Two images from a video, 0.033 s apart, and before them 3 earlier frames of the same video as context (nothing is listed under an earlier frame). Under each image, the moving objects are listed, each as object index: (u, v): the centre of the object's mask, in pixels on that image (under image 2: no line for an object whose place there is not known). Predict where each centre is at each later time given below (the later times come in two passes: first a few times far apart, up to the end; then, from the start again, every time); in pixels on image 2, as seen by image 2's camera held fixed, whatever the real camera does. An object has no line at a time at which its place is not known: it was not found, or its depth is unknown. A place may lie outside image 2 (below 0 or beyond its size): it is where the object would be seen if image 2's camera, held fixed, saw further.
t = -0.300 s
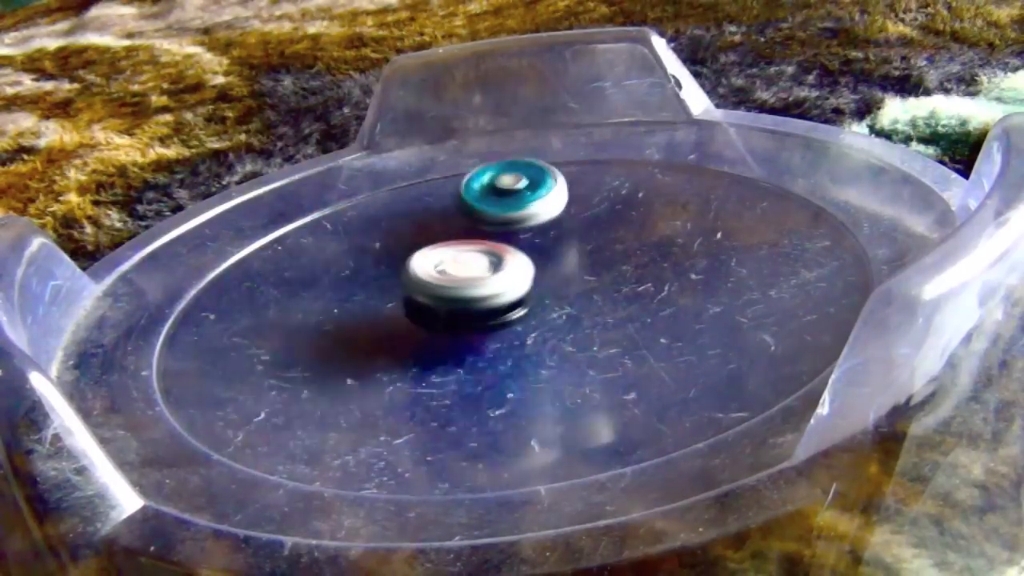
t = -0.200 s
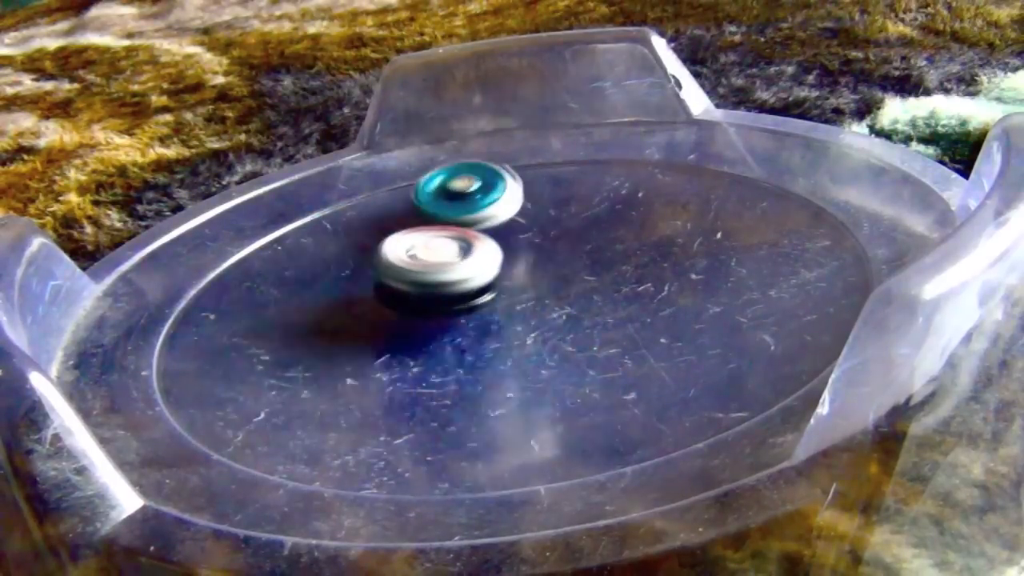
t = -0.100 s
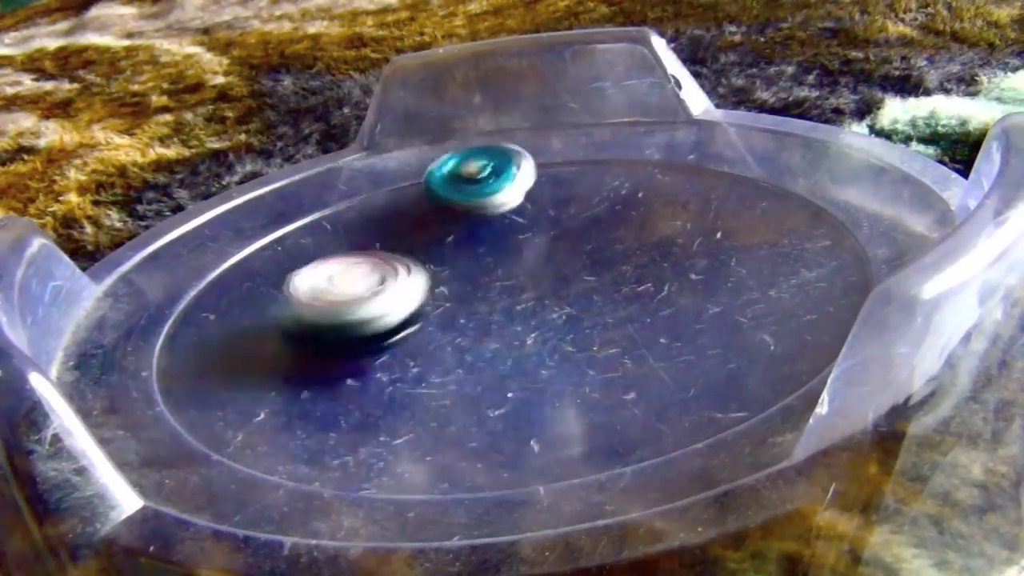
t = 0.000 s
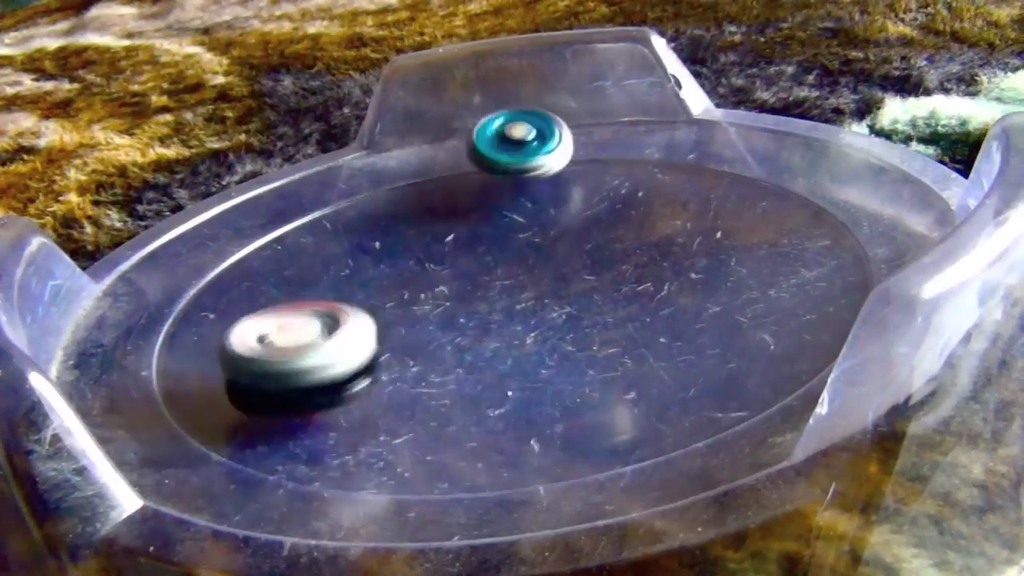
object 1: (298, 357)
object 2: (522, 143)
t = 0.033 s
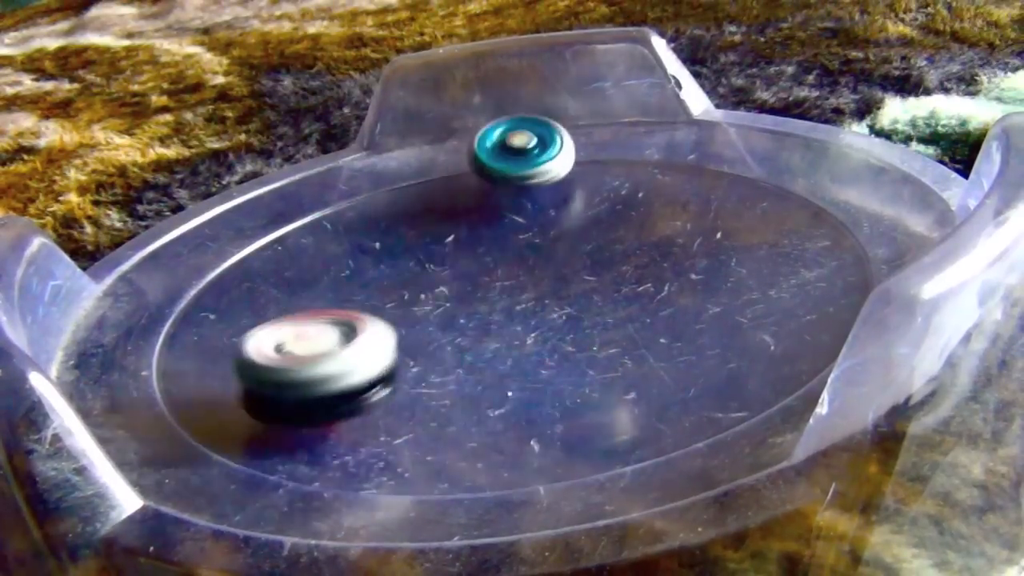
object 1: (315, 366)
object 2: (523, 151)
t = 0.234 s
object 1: (459, 369)
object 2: (564, 139)
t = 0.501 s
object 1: (554, 308)
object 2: (596, 169)
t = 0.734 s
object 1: (499, 265)
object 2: (627, 220)
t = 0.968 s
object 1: (454, 267)
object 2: (704, 254)
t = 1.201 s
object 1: (436, 269)
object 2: (742, 255)
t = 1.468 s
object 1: (439, 271)
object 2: (620, 310)
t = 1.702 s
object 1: (464, 271)
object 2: (515, 362)
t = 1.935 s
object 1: (502, 266)
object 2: (480, 381)
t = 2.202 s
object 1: (539, 244)
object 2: (414, 344)
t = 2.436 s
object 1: (525, 253)
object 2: (323, 314)
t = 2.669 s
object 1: (549, 271)
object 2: (297, 300)
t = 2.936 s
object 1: (564, 266)
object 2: (387, 268)
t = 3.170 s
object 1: (523, 284)
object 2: (444, 219)
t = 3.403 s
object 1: (533, 301)
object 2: (455, 197)
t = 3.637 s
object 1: (509, 293)
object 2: (515, 215)
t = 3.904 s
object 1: (471, 304)
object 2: (620, 218)
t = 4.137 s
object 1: (479, 295)
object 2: (657, 216)
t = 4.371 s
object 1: (460, 279)
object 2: (631, 257)
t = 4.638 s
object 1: (462, 275)
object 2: (614, 312)
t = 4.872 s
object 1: (477, 269)
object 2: (592, 329)
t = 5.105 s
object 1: (493, 261)
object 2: (502, 340)
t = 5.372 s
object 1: (512, 257)
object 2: (413, 344)
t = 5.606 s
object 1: (519, 258)
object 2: (389, 325)
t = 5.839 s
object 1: (520, 269)
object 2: (378, 291)
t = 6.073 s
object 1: (533, 283)
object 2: (389, 262)
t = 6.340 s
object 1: (533, 285)
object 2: (438, 243)
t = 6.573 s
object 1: (509, 291)
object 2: (499, 220)
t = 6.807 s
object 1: (492, 302)
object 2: (544, 220)
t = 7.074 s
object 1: (472, 297)
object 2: (586, 239)
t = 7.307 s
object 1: (462, 287)
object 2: (612, 258)
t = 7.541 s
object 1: (469, 278)
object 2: (604, 283)
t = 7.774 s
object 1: (467, 268)
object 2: (563, 309)
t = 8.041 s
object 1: (480, 261)
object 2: (511, 330)
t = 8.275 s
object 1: (511, 254)
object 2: (478, 327)
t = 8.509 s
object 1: (517, 249)
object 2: (436, 315)
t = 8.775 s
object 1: (527, 261)
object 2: (403, 300)
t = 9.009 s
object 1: (546, 269)
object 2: (419, 284)
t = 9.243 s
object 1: (567, 270)
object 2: (433, 263)
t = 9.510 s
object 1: (551, 276)
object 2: (458, 245)
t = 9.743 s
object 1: (528, 289)
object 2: (478, 231)
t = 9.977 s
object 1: (495, 304)
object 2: (525, 235)
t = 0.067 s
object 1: (339, 373)
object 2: (525, 151)
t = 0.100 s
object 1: (366, 376)
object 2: (532, 150)
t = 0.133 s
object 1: (391, 377)
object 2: (540, 147)
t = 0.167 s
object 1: (416, 376)
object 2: (549, 144)
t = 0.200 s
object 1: (439, 374)
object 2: (557, 141)
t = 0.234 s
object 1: (459, 369)
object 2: (564, 139)
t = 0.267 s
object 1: (478, 364)
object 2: (565, 140)
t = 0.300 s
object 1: (496, 358)
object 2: (570, 142)
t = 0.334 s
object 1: (512, 351)
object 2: (576, 145)
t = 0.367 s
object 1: (525, 343)
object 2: (581, 148)
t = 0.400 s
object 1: (536, 334)
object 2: (586, 151)
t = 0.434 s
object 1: (545, 326)
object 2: (590, 156)
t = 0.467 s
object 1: (551, 317)
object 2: (593, 162)
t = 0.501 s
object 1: (554, 308)
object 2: (596, 169)
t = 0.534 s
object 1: (555, 299)
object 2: (596, 177)
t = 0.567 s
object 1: (554, 289)
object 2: (597, 185)
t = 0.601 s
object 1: (549, 280)
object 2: (600, 195)
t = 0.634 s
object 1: (544, 272)
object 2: (607, 201)
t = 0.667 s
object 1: (533, 265)
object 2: (617, 207)
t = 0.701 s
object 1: (513, 266)
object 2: (622, 212)
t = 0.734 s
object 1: (499, 265)
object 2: (627, 220)
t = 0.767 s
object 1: (489, 264)
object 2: (634, 228)
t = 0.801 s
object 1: (481, 264)
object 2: (643, 235)
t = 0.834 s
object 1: (473, 265)
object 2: (654, 240)
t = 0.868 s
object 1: (467, 265)
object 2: (666, 244)
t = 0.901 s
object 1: (462, 266)
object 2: (679, 248)
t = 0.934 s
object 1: (458, 266)
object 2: (692, 251)
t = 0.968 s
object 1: (454, 267)
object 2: (704, 254)
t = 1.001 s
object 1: (451, 268)
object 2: (716, 255)
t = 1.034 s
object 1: (449, 268)
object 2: (728, 255)
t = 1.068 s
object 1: (446, 268)
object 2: (738, 254)
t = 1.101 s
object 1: (442, 268)
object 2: (745, 254)
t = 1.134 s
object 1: (439, 269)
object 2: (749, 254)
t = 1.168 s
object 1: (437, 269)
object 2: (748, 254)
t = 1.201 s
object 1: (436, 269)
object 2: (742, 255)
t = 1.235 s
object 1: (435, 270)
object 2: (734, 258)
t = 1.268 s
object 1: (434, 270)
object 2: (721, 262)
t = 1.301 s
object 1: (434, 270)
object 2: (706, 268)
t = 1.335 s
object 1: (435, 270)
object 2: (689, 276)
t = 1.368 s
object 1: (436, 270)
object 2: (673, 283)
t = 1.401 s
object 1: (437, 270)
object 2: (656, 291)
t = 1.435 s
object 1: (438, 270)
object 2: (637, 301)
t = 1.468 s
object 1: (439, 271)
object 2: (620, 310)
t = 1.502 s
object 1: (440, 271)
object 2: (603, 318)
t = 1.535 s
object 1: (443, 271)
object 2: (587, 326)
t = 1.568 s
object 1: (445, 272)
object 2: (571, 333)
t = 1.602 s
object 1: (449, 272)
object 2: (552, 343)
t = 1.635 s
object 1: (455, 271)
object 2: (540, 348)
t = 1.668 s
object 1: (459, 271)
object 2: (526, 356)
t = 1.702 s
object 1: (464, 271)
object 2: (515, 362)
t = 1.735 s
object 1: (470, 272)
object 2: (505, 368)
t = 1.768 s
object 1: (476, 270)
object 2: (496, 373)
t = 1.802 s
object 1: (482, 270)
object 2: (489, 378)
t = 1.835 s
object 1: (488, 269)
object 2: (485, 381)
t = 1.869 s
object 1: (493, 268)
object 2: (482, 383)
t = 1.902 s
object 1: (499, 267)
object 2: (481, 382)
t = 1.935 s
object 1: (502, 266)
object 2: (480, 381)
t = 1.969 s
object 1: (506, 265)
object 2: (479, 378)
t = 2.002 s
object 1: (513, 263)
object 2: (475, 374)
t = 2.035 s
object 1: (521, 259)
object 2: (468, 369)
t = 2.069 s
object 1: (528, 255)
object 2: (459, 364)
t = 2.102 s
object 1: (533, 252)
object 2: (447, 359)
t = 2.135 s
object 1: (536, 249)
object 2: (436, 354)
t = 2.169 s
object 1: (538, 246)
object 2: (425, 349)
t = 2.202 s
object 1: (539, 244)
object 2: (414, 344)
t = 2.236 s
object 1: (539, 242)
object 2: (403, 339)
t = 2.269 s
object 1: (537, 242)
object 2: (390, 334)
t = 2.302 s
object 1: (535, 242)
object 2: (376, 329)
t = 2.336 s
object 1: (531, 243)
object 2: (362, 325)
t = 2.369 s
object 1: (529, 246)
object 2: (348, 321)
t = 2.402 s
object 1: (526, 249)
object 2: (335, 317)
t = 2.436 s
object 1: (525, 253)
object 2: (323, 314)
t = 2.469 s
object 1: (524, 256)
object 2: (314, 311)
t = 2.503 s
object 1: (526, 260)
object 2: (305, 308)
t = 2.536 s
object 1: (528, 264)
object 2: (298, 305)
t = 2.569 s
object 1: (531, 268)
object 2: (292, 303)
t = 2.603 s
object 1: (536, 270)
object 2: (290, 302)
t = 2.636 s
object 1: (543, 272)
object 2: (292, 301)
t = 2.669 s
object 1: (549, 271)
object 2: (297, 300)
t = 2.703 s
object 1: (554, 270)
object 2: (303, 298)
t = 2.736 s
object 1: (559, 270)
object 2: (311, 297)
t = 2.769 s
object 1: (564, 269)
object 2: (324, 294)
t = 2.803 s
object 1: (567, 268)
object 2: (338, 290)
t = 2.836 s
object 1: (568, 267)
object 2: (353, 285)
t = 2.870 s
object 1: (567, 267)
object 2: (366, 279)
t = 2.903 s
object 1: (566, 266)
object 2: (377, 273)
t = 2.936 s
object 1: (564, 266)
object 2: (387, 268)
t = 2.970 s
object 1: (559, 267)
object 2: (398, 261)
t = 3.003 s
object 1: (555, 268)
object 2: (408, 254)
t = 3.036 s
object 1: (550, 269)
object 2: (417, 247)
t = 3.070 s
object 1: (542, 272)
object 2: (425, 240)
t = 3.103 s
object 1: (534, 276)
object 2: (430, 233)
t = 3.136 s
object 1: (528, 280)
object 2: (436, 227)
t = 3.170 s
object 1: (523, 284)
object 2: (444, 219)
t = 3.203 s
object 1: (520, 288)
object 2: (448, 213)
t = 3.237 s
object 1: (519, 292)
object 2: (450, 207)
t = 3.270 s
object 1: (518, 296)
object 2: (451, 202)
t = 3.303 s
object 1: (518, 299)
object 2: (453, 198)
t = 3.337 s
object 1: (521, 302)
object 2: (453, 196)
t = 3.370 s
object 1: (526, 303)
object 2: (454, 196)
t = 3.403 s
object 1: (533, 301)
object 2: (455, 197)
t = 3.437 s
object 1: (536, 300)
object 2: (458, 199)
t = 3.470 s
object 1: (537, 298)
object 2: (465, 202)
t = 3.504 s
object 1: (535, 297)
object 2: (470, 206)
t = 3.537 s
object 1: (530, 294)
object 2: (481, 209)
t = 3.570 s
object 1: (524, 293)
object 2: (491, 213)
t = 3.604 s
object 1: (517, 293)
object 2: (502, 214)
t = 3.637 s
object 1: (509, 293)
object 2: (515, 215)
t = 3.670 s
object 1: (502, 293)
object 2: (530, 216)
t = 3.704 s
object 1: (494, 294)
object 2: (546, 218)
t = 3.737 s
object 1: (487, 295)
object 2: (559, 220)
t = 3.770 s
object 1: (481, 297)
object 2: (570, 222)
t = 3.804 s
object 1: (474, 299)
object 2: (583, 221)
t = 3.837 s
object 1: (471, 302)
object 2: (596, 221)
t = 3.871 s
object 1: (471, 303)
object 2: (608, 220)
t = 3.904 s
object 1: (471, 304)
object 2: (620, 218)
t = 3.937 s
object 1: (472, 304)
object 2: (632, 216)
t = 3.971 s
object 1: (473, 304)
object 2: (641, 215)
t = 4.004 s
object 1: (475, 303)
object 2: (649, 212)
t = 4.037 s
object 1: (477, 301)
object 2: (655, 211)
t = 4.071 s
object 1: (481, 299)
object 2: (657, 212)
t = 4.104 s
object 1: (480, 297)
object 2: (659, 213)
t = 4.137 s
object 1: (479, 295)
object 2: (657, 216)
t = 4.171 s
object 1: (477, 292)
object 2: (653, 218)
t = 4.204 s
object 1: (475, 289)
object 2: (649, 224)
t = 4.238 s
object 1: (472, 285)
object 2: (644, 230)
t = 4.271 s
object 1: (468, 282)
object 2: (641, 235)
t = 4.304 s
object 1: (464, 281)
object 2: (635, 244)
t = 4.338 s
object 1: (462, 279)
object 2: (633, 251)
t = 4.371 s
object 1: (460, 279)
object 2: (631, 257)
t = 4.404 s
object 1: (459, 279)
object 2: (626, 266)
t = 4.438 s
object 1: (459, 279)
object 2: (624, 273)
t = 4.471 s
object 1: (459, 279)
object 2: (623, 280)
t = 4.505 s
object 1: (461, 279)
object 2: (620, 287)
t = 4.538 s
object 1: (462, 278)
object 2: (619, 294)
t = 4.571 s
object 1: (462, 277)
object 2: (618, 300)
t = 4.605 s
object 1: (462, 276)
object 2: (616, 306)
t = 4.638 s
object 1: (462, 275)
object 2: (614, 312)
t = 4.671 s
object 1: (463, 274)
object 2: (613, 316)
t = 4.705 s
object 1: (464, 274)
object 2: (612, 320)
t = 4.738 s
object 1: (466, 273)
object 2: (609, 324)
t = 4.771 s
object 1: (468, 272)
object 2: (609, 325)
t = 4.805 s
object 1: (471, 271)
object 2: (604, 327)
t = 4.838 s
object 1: (474, 270)
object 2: (599, 328)
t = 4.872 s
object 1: (477, 269)
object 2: (592, 329)
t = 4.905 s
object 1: (480, 267)
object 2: (581, 331)
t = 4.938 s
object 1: (482, 266)
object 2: (572, 332)
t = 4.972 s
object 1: (484, 265)
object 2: (558, 333)
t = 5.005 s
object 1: (486, 264)
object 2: (542, 335)
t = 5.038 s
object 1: (487, 263)
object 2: (532, 336)
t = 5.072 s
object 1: (490, 262)
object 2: (516, 338)
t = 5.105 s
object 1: (493, 261)
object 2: (502, 340)
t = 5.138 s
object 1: (495, 260)
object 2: (490, 341)
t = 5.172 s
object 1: (497, 260)
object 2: (475, 343)
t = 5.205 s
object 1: (499, 260)
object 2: (465, 344)
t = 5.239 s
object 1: (503, 260)
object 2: (451, 345)
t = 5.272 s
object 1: (507, 259)
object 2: (441, 345)
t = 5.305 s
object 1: (509, 258)
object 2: (431, 344)
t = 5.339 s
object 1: (511, 257)
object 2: (420, 344)
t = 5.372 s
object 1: (512, 257)
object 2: (413, 344)
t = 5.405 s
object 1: (514, 257)
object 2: (404, 343)
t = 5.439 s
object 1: (515, 257)
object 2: (400, 342)
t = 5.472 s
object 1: (516, 257)
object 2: (396, 339)
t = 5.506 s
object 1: (518, 257)
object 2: (394, 336)
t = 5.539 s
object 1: (519, 257)
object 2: (392, 333)
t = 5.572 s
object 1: (519, 258)
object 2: (390, 329)
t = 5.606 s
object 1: (519, 258)
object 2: (389, 325)
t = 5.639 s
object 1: (519, 259)
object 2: (386, 321)
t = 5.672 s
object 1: (519, 260)
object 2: (386, 316)
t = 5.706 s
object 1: (520, 261)
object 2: (383, 311)
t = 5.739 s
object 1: (520, 262)
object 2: (381, 306)
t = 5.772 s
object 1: (520, 263)
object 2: (379, 301)
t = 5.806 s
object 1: (519, 266)
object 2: (378, 296)
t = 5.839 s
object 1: (520, 269)
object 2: (378, 291)
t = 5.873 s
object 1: (521, 270)
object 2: (379, 287)
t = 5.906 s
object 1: (522, 272)
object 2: (379, 282)
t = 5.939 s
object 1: (523, 275)
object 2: (380, 278)
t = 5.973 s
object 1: (524, 277)
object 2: (382, 273)
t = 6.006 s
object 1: (527, 279)
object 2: (385, 270)
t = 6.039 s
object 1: (529, 282)
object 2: (385, 266)
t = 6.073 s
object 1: (533, 283)
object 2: (389, 262)
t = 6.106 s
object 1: (535, 284)
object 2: (392, 259)
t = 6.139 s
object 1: (535, 284)
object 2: (397, 257)
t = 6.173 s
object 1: (535, 284)
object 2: (400, 255)
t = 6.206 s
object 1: (536, 284)
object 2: (407, 252)
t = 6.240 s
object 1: (536, 284)
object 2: (413, 251)
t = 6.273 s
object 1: (535, 284)
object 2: (421, 248)
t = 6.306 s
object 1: (535, 285)
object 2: (429, 247)
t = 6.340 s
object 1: (533, 285)
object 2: (438, 243)
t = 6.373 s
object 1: (532, 286)
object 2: (446, 241)
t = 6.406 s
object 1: (530, 287)
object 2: (453, 236)
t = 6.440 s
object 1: (529, 287)
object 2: (463, 233)
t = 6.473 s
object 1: (527, 287)
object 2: (471, 229)
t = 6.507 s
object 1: (522, 288)
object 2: (482, 225)
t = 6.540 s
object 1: (516, 288)
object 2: (491, 222)
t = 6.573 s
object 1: (509, 291)
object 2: (499, 220)
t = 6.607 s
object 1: (505, 294)
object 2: (507, 220)
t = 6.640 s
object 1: (499, 296)
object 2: (513, 219)
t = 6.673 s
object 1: (495, 298)
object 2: (522, 219)
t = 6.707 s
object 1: (493, 300)
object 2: (528, 219)
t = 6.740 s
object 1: (491, 301)
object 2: (533, 219)
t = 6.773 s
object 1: (490, 301)
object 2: (538, 220)
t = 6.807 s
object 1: (492, 302)
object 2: (544, 220)
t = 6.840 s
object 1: (492, 301)
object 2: (549, 222)
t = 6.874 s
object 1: (492, 299)
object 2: (554, 223)
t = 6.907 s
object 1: (490, 298)
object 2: (561, 224)
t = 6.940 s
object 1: (487, 297)
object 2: (567, 227)
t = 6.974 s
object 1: (482, 296)
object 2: (571, 230)
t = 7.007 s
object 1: (478, 296)
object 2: (576, 233)
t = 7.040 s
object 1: (474, 297)
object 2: (581, 237)
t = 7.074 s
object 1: (472, 297)
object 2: (586, 239)
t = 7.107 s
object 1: (470, 296)
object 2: (590, 242)
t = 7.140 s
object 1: (470, 295)
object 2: (594, 245)
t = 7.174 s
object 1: (470, 293)
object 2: (599, 248)
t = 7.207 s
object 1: (469, 290)
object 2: (603, 249)
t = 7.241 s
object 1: (467, 288)
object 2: (606, 254)
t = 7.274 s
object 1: (463, 287)
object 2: (609, 257)
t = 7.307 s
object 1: (462, 287)
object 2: (612, 258)
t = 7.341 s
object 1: (460, 286)
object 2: (612, 263)
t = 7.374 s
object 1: (460, 285)
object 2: (614, 265)
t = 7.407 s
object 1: (461, 285)
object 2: (615, 267)
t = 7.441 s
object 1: (462, 284)
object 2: (612, 272)
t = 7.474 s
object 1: (464, 282)
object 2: (611, 275)
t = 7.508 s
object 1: (467, 280)
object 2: (610, 278)
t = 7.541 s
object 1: (469, 278)
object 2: (604, 283)
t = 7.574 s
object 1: (468, 277)
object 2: (600, 286)
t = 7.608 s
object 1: (469, 274)
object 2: (596, 290)
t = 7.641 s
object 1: (467, 273)
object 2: (590, 294)
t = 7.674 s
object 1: (466, 272)
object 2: (585, 297)
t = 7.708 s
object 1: (466, 271)
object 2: (579, 302)
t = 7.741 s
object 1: (466, 270)
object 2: (572, 305)
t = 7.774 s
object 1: (467, 268)
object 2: (563, 309)
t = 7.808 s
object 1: (467, 267)
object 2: (556, 312)
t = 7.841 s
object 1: (469, 265)
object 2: (548, 316)
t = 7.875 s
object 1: (471, 264)
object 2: (540, 320)
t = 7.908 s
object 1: (472, 263)
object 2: (534, 322)
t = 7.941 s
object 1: (473, 262)
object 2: (530, 324)
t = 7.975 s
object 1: (475, 262)
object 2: (523, 327)
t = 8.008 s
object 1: (477, 261)
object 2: (516, 329)
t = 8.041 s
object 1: (480, 261)
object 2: (511, 330)
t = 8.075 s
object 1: (484, 260)
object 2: (507, 331)
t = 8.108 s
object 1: (488, 260)
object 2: (500, 332)
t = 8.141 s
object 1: (492, 260)
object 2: (496, 332)
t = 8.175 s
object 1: (499, 258)
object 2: (492, 332)
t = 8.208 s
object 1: (503, 257)
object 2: (489, 331)
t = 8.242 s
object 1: (507, 256)
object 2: (483, 330)
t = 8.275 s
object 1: (511, 254)
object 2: (478, 327)
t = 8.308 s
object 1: (514, 253)
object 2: (474, 325)
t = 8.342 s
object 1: (518, 252)
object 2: (467, 324)
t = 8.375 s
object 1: (520, 250)
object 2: (461, 323)
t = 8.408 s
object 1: (520, 249)
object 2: (454, 320)
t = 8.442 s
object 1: (519, 249)
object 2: (447, 318)
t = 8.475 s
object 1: (519, 249)
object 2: (442, 316)
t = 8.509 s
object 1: (517, 249)
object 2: (436, 315)
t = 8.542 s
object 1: (517, 250)
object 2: (431, 313)
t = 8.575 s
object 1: (517, 251)
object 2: (424, 310)
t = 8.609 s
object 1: (517, 252)
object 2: (418, 309)
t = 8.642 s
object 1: (518, 254)
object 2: (414, 307)
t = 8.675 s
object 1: (520, 256)
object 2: (410, 306)
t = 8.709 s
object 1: (523, 258)
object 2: (407, 304)
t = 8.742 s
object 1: (525, 260)
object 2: (404, 302)
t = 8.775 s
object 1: (527, 261)
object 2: (403, 300)
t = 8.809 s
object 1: (530, 263)
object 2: (402, 298)
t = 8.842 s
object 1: (533, 265)
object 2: (403, 297)
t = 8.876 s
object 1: (535, 267)
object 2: (404, 295)
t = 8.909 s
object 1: (537, 268)
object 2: (409, 293)
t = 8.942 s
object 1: (538, 269)
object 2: (412, 290)
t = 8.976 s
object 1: (543, 270)
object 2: (416, 287)
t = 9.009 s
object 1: (546, 269)
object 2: (419, 284)
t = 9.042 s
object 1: (549, 270)
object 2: (421, 281)
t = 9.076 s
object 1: (550, 270)
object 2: (425, 279)
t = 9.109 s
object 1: (552, 270)
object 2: (428, 275)
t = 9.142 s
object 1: (558, 270)
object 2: (429, 272)
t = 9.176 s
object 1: (562, 271)
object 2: (430, 269)
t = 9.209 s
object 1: (565, 270)
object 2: (431, 266)
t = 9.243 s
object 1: (567, 270)
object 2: (433, 263)
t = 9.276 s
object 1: (567, 270)
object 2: (435, 261)
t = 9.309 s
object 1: (567, 269)
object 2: (438, 258)
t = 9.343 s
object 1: (567, 270)
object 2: (442, 256)
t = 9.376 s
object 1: (565, 270)
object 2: (446, 254)
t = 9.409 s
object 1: (563, 270)
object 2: (450, 252)
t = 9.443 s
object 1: (560, 271)
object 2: (453, 250)
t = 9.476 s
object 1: (554, 272)
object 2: (457, 248)
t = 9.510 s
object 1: (551, 276)
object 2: (458, 245)
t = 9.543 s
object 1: (549, 279)
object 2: (460, 241)
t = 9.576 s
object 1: (547, 281)
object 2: (462, 239)
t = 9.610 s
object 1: (543, 283)
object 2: (466, 236)
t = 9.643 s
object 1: (541, 284)
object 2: (468, 234)
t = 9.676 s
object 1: (537, 287)
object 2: (471, 233)
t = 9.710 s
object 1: (533, 288)
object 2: (474, 232)
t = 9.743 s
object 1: (528, 289)
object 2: (478, 231)
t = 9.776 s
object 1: (523, 292)
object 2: (482, 232)
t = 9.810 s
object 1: (519, 293)
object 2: (487, 232)
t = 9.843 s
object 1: (514, 295)
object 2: (493, 232)
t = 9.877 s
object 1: (510, 297)
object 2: (500, 232)
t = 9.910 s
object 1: (506, 298)
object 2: (510, 232)
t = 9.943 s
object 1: (500, 301)
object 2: (517, 233)
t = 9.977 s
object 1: (495, 304)
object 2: (525, 235)
